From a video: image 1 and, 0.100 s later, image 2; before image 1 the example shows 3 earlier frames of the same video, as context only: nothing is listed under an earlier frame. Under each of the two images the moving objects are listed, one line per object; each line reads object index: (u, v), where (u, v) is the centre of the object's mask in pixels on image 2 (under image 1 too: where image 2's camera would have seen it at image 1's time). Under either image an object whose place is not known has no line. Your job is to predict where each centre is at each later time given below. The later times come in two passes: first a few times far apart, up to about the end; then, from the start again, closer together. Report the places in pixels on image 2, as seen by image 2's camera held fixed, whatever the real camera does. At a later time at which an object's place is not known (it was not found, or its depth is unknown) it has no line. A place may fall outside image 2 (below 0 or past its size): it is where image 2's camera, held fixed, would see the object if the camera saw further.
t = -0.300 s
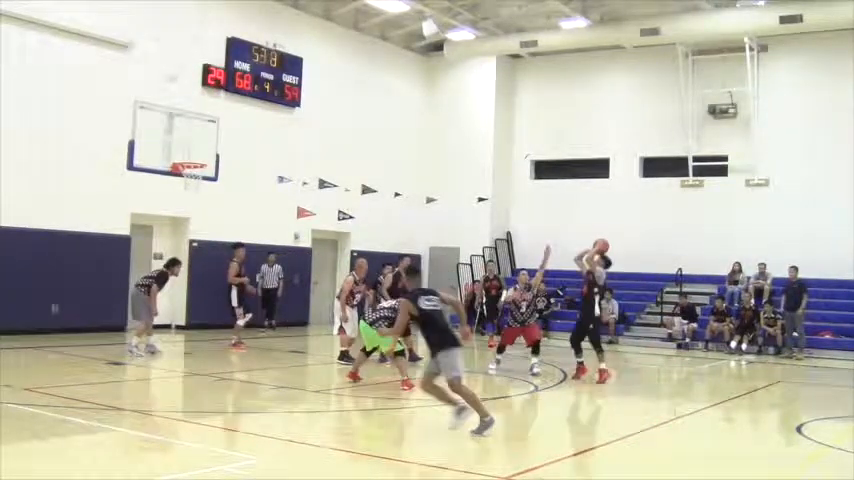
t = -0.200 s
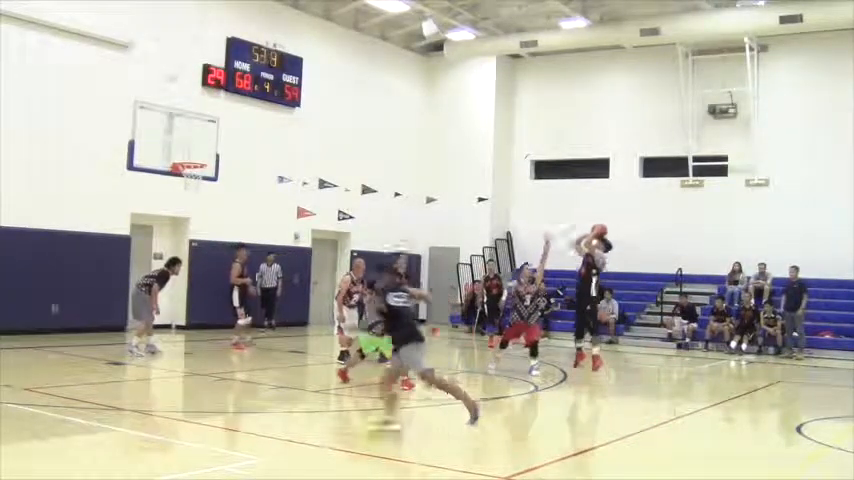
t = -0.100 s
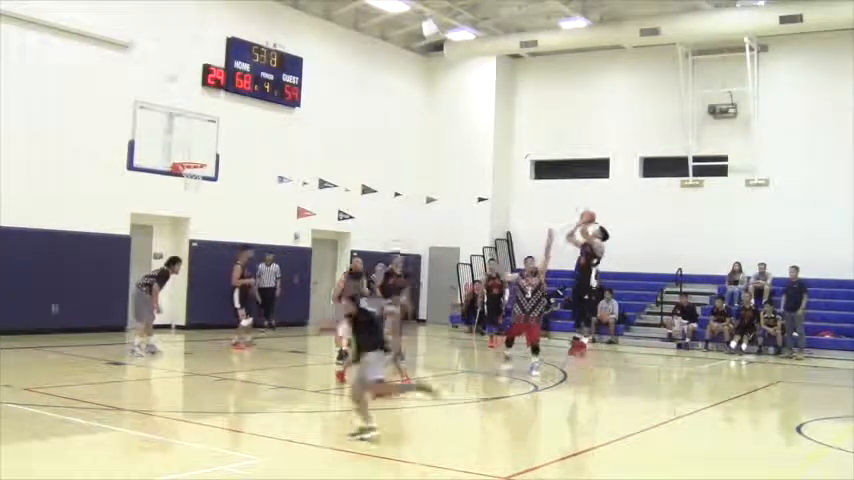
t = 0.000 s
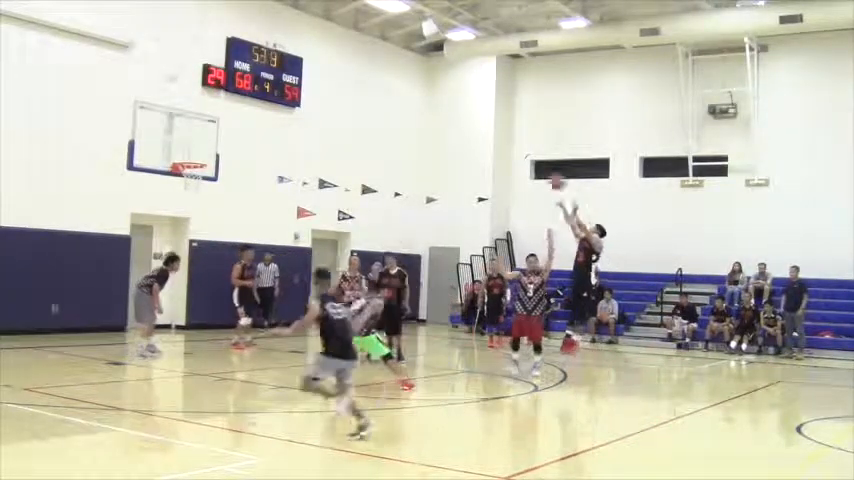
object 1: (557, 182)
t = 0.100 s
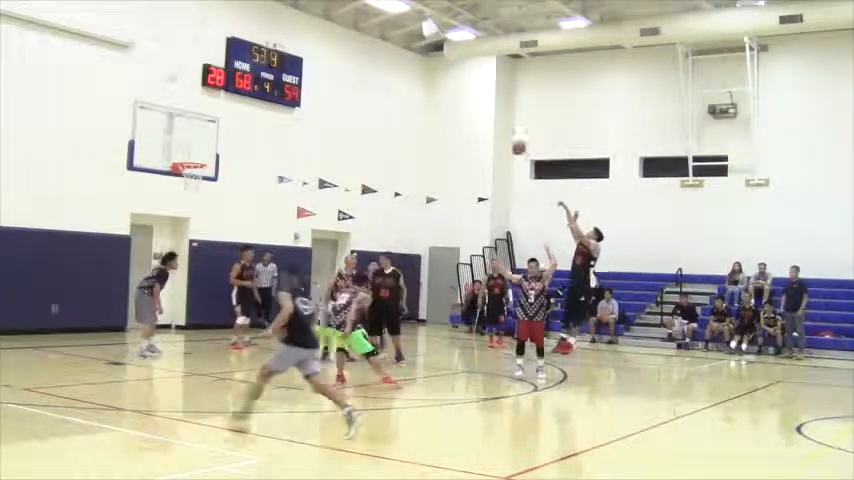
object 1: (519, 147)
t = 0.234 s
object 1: (468, 112)
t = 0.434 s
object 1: (395, 83)
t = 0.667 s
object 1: (312, 80)
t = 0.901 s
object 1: (236, 112)
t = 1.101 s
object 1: (180, 154)
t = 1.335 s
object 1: (194, 137)
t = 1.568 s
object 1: (207, 151)
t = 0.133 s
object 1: (505, 137)
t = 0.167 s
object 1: (495, 128)
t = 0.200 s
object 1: (481, 120)
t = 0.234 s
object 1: (468, 112)
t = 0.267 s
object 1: (456, 105)
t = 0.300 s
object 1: (444, 99)
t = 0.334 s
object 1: (432, 95)
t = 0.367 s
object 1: (420, 90)
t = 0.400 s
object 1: (408, 86)
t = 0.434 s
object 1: (395, 83)
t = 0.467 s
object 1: (383, 80)
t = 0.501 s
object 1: (371, 79)
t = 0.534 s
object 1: (359, 78)
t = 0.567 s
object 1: (347, 78)
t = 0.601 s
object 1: (336, 78)
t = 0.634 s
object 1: (325, 79)
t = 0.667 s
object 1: (312, 80)
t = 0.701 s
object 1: (303, 84)
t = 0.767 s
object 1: (280, 90)
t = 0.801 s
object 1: (273, 89)
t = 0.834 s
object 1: (259, 99)
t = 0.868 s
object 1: (246, 108)
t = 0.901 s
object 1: (236, 112)
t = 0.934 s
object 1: (226, 119)
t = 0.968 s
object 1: (214, 127)
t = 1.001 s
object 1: (203, 136)
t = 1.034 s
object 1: (193, 145)
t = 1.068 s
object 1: (182, 154)
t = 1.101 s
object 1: (180, 154)
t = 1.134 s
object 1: (181, 150)
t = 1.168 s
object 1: (183, 146)
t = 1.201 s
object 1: (185, 143)
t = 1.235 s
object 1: (189, 140)
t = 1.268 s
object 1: (190, 138)
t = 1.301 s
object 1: (192, 137)
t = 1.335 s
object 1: (194, 137)
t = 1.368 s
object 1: (196, 137)
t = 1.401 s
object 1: (197, 137)
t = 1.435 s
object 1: (200, 139)
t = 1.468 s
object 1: (201, 141)
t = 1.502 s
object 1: (203, 143)
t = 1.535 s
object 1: (205, 147)
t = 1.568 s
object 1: (207, 151)
